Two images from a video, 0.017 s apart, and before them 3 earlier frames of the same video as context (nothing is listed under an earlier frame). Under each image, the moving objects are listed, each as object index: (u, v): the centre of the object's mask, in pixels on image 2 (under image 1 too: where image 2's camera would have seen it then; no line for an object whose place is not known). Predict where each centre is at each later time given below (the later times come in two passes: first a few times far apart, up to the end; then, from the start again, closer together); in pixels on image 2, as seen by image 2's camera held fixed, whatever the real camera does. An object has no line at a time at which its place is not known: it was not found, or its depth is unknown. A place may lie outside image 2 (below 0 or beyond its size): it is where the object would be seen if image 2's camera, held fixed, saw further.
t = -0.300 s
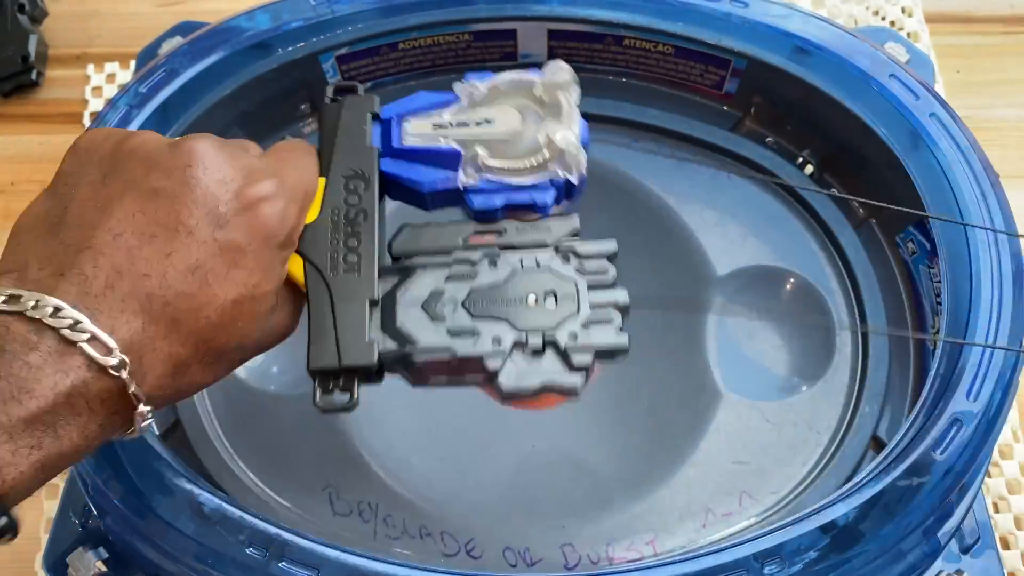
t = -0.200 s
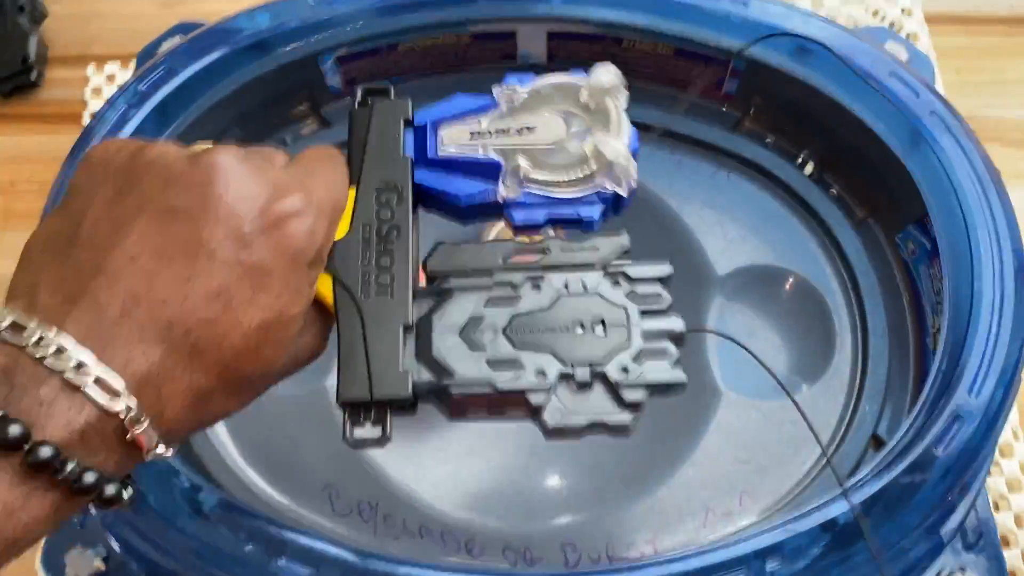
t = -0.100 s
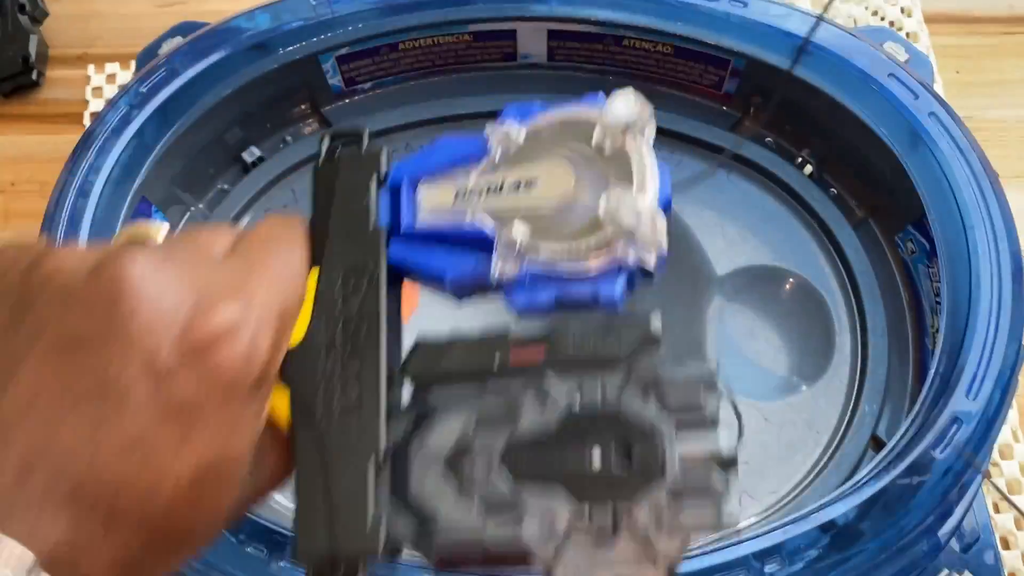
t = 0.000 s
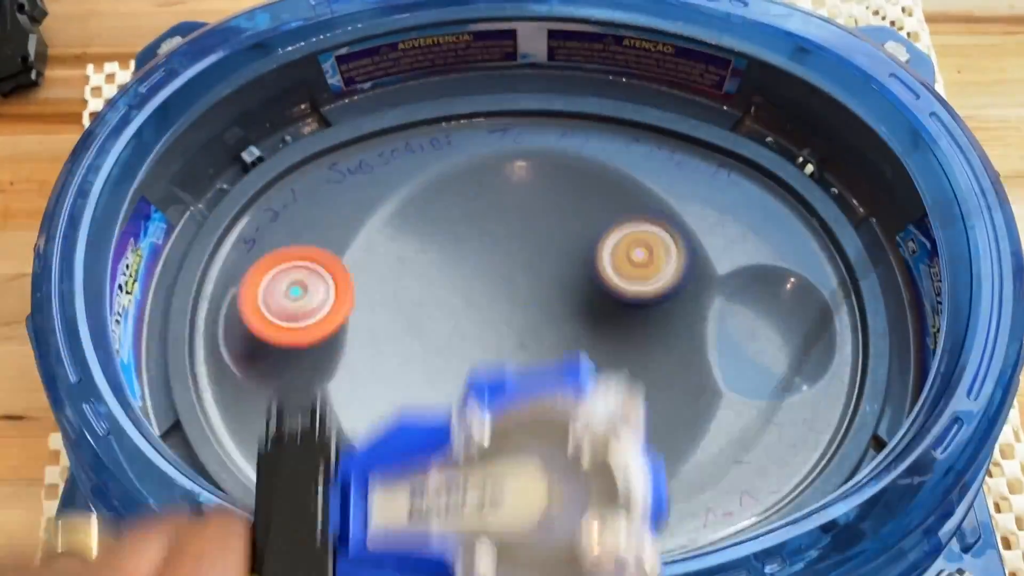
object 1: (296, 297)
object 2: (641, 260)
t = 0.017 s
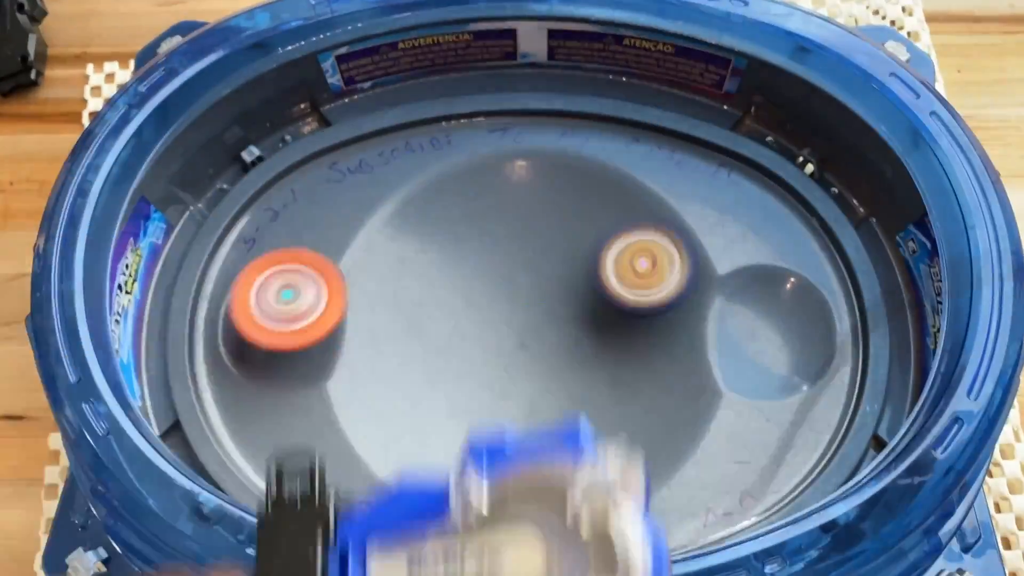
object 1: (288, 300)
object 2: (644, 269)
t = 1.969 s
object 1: (576, 319)
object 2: (432, 117)
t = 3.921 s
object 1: (478, 345)
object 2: (416, 213)
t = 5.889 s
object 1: (555, 357)
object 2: (575, 235)
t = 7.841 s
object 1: (546, 247)
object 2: (539, 380)
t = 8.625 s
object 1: (623, 311)
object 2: (482, 334)
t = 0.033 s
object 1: (280, 304)
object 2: (647, 280)
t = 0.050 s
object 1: (272, 306)
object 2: (648, 291)
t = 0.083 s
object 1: (252, 311)
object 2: (645, 316)
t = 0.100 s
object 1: (246, 314)
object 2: (641, 331)
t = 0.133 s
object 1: (240, 322)
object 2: (627, 359)
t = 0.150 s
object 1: (239, 327)
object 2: (616, 372)
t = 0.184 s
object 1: (249, 336)
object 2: (591, 393)
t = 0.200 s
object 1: (258, 340)
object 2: (574, 403)
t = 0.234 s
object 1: (281, 340)
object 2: (537, 415)
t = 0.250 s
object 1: (293, 335)
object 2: (519, 418)
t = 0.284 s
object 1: (312, 322)
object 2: (481, 419)
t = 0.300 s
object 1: (321, 311)
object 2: (461, 416)
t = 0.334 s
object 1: (328, 289)
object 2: (428, 404)
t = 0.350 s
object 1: (330, 278)
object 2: (412, 399)
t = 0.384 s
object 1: (327, 259)
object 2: (387, 378)
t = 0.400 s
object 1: (324, 252)
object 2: (379, 367)
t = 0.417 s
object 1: (318, 245)
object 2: (372, 352)
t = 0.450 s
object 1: (306, 239)
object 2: (364, 323)
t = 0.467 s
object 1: (297, 236)
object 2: (365, 311)
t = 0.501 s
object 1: (268, 225)
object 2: (384, 295)
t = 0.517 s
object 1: (251, 218)
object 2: (396, 286)
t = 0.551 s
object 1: (233, 211)
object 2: (425, 270)
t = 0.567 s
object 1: (240, 217)
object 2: (442, 262)
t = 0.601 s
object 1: (255, 232)
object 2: (477, 248)
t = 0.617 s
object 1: (261, 237)
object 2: (498, 241)
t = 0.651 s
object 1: (275, 252)
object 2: (538, 228)
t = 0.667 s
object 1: (283, 262)
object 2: (559, 225)
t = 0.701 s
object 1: (296, 285)
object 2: (602, 220)
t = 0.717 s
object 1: (303, 297)
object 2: (622, 219)
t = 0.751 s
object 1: (312, 320)
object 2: (661, 225)
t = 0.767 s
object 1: (316, 328)
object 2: (678, 232)
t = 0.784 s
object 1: (318, 337)
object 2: (692, 240)
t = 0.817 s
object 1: (322, 346)
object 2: (718, 261)
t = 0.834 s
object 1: (324, 348)
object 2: (731, 273)
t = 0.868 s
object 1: (326, 347)
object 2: (756, 304)
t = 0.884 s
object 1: (329, 343)
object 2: (771, 318)
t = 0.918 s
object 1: (336, 332)
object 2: (796, 344)
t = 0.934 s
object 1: (342, 323)
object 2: (808, 355)
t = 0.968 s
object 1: (358, 311)
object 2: (821, 371)
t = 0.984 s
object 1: (368, 307)
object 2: (825, 381)
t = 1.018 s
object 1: (394, 303)
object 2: (828, 394)
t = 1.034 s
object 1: (407, 303)
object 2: (828, 400)
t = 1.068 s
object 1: (437, 307)
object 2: (825, 408)
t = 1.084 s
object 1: (450, 310)
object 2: (822, 411)
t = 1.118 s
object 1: (475, 314)
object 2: (812, 416)
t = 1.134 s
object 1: (486, 316)
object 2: (806, 417)
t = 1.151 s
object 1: (496, 317)
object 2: (800, 419)
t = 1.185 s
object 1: (517, 317)
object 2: (782, 418)
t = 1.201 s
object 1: (525, 315)
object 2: (771, 418)
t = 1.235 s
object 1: (542, 309)
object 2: (748, 414)
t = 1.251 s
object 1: (548, 306)
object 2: (736, 412)
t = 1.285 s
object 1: (559, 297)
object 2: (710, 407)
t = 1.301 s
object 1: (564, 293)
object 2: (697, 406)
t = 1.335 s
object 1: (569, 284)
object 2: (664, 403)
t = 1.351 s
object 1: (571, 279)
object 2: (644, 401)
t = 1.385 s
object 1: (572, 270)
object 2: (599, 394)
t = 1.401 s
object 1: (570, 265)
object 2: (575, 386)
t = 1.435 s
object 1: (568, 256)
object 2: (524, 371)
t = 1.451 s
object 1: (566, 253)
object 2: (499, 360)
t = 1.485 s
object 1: (557, 246)
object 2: (453, 335)
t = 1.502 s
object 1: (553, 243)
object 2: (430, 321)
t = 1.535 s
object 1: (539, 240)
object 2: (394, 292)
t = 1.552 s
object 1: (531, 238)
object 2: (380, 278)
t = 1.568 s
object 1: (523, 237)
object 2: (366, 263)
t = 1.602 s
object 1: (507, 239)
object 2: (349, 236)
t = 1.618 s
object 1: (499, 241)
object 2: (344, 223)
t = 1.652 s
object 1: (486, 247)
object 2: (336, 198)
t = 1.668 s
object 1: (481, 253)
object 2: (333, 188)
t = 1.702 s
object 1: (475, 263)
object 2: (330, 161)
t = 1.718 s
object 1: (475, 268)
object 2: (330, 147)
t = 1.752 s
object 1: (479, 282)
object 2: (337, 136)
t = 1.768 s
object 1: (482, 288)
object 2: (345, 135)
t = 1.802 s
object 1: (494, 298)
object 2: (362, 142)
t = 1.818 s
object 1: (501, 303)
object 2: (369, 144)
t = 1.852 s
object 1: (517, 311)
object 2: (384, 141)
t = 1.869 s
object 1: (526, 314)
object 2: (391, 140)
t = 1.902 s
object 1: (545, 319)
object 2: (404, 134)
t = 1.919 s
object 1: (553, 321)
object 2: (409, 129)
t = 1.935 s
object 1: (561, 321)
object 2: (416, 125)
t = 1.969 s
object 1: (576, 319)
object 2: (432, 117)
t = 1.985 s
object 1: (583, 318)
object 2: (443, 117)
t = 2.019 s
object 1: (593, 313)
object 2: (464, 118)
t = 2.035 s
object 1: (597, 308)
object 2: (474, 119)
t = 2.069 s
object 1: (603, 298)
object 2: (491, 122)
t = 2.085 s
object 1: (604, 293)
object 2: (498, 123)
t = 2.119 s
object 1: (601, 281)
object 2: (517, 129)
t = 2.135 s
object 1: (598, 274)
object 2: (530, 133)
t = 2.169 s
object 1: (588, 264)
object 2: (554, 147)
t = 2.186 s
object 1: (581, 260)
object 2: (568, 156)
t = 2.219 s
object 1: (567, 270)
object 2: (593, 161)
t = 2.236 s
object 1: (561, 276)
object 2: (606, 163)
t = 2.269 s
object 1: (554, 289)
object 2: (630, 180)
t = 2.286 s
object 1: (551, 295)
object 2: (642, 190)
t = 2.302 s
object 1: (549, 302)
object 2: (653, 203)
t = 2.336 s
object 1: (547, 313)
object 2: (672, 235)
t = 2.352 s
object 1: (548, 319)
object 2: (678, 253)
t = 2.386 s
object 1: (550, 331)
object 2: (686, 295)
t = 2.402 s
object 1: (552, 337)
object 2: (687, 315)
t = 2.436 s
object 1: (557, 345)
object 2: (678, 357)
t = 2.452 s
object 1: (561, 349)
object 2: (670, 377)
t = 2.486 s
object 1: (563, 353)
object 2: (653, 417)
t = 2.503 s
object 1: (557, 352)
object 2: (652, 438)
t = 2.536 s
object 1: (544, 349)
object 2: (643, 476)
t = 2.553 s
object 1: (539, 348)
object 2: (635, 495)
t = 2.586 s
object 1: (533, 347)
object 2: (617, 525)
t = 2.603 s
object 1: (531, 347)
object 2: (607, 531)
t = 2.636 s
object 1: (528, 349)
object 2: (582, 528)
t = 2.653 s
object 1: (527, 350)
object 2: (569, 524)
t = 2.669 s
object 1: (527, 352)
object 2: (555, 524)
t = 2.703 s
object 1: (528, 356)
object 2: (528, 520)
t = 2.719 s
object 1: (529, 359)
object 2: (513, 516)
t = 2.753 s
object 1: (533, 364)
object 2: (479, 502)
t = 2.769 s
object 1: (536, 366)
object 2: (463, 493)
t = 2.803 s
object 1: (541, 369)
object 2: (430, 467)
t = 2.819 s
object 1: (544, 371)
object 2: (414, 452)
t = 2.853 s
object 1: (553, 372)
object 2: (389, 417)
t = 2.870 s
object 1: (556, 373)
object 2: (379, 397)
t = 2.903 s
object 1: (561, 376)
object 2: (369, 359)
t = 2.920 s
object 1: (563, 377)
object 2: (367, 336)
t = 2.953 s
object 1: (565, 375)
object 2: (369, 297)
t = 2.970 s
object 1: (565, 373)
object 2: (375, 279)
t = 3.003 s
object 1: (563, 371)
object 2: (394, 245)
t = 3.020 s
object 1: (563, 369)
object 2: (405, 229)
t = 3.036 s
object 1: (562, 367)
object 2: (419, 215)
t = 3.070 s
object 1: (557, 362)
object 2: (451, 194)
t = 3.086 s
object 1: (553, 359)
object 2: (469, 185)
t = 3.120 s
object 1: (545, 356)
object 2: (504, 173)
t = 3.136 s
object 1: (541, 355)
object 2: (525, 171)
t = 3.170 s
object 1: (534, 353)
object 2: (563, 170)
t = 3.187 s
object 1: (530, 352)
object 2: (582, 174)
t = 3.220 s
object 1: (522, 353)
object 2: (618, 188)
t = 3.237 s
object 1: (518, 355)
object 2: (635, 196)
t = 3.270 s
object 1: (512, 357)
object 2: (664, 220)
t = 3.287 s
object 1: (509, 358)
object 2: (676, 234)
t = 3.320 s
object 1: (504, 362)
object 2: (693, 268)
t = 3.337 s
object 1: (503, 364)
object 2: (699, 287)
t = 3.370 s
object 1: (504, 368)
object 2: (708, 324)
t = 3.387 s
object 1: (505, 369)
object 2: (710, 342)
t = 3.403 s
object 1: (506, 371)
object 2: (708, 358)
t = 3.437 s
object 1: (510, 373)
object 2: (703, 388)
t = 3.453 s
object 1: (512, 374)
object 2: (692, 402)
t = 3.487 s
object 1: (515, 372)
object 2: (666, 430)
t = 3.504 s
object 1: (515, 370)
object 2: (650, 446)
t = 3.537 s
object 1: (514, 366)
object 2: (612, 468)
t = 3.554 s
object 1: (514, 364)
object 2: (591, 474)
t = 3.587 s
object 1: (512, 358)
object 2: (547, 483)
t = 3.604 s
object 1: (511, 355)
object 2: (525, 481)
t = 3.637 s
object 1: (506, 349)
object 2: (481, 471)
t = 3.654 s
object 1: (503, 347)
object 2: (461, 463)
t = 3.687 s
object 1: (498, 343)
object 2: (426, 441)
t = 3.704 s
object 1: (495, 341)
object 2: (411, 426)
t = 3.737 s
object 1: (489, 339)
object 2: (389, 394)
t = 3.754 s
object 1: (486, 339)
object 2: (382, 377)
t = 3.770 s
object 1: (483, 340)
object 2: (377, 359)
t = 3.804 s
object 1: (480, 341)
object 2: (371, 322)
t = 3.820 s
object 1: (479, 341)
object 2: (371, 303)
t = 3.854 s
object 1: (476, 341)
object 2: (378, 270)
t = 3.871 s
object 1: (476, 342)
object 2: (385, 255)
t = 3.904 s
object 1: (477, 345)
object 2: (405, 226)
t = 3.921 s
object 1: (478, 345)
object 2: (416, 213)
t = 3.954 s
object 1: (482, 344)
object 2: (444, 192)
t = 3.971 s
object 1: (483, 343)
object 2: (460, 183)
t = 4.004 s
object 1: (485, 341)
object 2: (493, 170)
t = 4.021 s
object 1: (487, 340)
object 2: (509, 165)
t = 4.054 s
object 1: (490, 336)
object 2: (543, 165)
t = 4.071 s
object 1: (491, 333)
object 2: (561, 168)
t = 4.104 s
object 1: (493, 327)
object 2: (595, 179)
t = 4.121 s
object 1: (493, 324)
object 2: (610, 187)
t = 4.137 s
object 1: (494, 320)
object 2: (625, 197)
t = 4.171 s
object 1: (494, 314)
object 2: (649, 222)
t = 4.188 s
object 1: (493, 310)
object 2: (659, 238)
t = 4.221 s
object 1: (491, 306)
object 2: (672, 271)
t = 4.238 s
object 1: (490, 305)
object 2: (677, 289)
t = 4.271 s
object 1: (489, 303)
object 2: (677, 324)
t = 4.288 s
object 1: (489, 302)
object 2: (675, 343)
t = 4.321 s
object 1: (487, 302)
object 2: (662, 376)
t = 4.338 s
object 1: (486, 302)
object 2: (652, 391)
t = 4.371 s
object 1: (487, 304)
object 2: (626, 419)
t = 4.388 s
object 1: (487, 304)
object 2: (610, 431)
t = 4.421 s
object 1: (489, 304)
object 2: (577, 448)
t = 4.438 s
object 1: (489, 304)
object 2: (559, 453)
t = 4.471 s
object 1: (491, 305)
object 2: (522, 458)
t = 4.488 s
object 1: (493, 305)
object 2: (502, 456)
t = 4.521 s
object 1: (497, 304)
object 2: (466, 450)
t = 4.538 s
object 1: (499, 304)
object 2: (448, 443)
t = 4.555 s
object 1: (501, 303)
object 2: (433, 432)
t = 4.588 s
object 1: (505, 303)
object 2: (407, 410)
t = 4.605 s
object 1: (507, 302)
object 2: (396, 396)
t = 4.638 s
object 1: (512, 300)
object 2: (381, 367)
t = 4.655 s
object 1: (514, 298)
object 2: (375, 351)
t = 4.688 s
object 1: (516, 296)
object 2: (370, 319)
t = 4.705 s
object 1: (516, 295)
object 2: (371, 303)
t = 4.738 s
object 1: (519, 294)
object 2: (379, 274)
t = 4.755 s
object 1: (521, 293)
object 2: (385, 259)
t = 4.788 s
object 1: (522, 293)
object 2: (404, 237)
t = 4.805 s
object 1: (522, 293)
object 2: (415, 225)
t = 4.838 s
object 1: (524, 293)
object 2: (441, 208)
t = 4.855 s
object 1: (525, 293)
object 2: (456, 202)
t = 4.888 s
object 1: (527, 292)
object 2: (486, 194)
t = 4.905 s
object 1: (527, 292)
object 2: (501, 191)
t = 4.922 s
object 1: (527, 293)
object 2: (517, 191)
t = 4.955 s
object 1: (529, 299)
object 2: (548, 188)
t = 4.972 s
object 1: (530, 301)
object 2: (564, 190)
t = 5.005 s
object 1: (535, 304)
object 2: (591, 199)
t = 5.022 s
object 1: (537, 305)
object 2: (605, 206)
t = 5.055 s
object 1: (543, 306)
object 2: (630, 228)
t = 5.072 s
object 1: (547, 307)
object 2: (639, 240)
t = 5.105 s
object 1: (553, 307)
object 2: (657, 268)
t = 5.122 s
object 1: (556, 307)
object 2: (662, 282)
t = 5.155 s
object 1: (559, 307)
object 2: (665, 312)
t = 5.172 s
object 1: (561, 307)
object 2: (666, 328)
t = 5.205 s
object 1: (566, 306)
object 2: (659, 359)
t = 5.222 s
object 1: (568, 305)
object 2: (653, 373)
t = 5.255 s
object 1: (571, 304)
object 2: (633, 400)
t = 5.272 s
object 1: (572, 303)
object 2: (622, 410)
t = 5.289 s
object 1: (572, 303)
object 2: (609, 420)
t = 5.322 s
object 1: (573, 301)
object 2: (579, 435)
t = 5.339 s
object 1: (574, 300)
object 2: (564, 439)
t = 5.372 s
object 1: (574, 298)
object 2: (532, 443)
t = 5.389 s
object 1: (573, 298)
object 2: (517, 442)
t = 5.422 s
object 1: (571, 298)
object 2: (487, 434)
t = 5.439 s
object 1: (570, 298)
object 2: (473, 428)
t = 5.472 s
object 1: (567, 299)
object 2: (446, 410)
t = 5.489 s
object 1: (565, 301)
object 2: (436, 400)
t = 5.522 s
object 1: (561, 304)
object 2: (421, 379)
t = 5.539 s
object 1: (560, 306)
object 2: (414, 366)
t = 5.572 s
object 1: (557, 311)
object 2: (407, 340)
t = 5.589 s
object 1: (555, 313)
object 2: (406, 326)
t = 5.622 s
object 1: (553, 318)
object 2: (406, 299)
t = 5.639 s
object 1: (551, 321)
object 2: (410, 287)
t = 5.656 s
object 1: (550, 324)
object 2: (415, 273)
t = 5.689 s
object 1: (549, 330)
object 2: (430, 252)
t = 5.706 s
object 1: (549, 334)
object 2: (439, 244)
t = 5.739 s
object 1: (549, 340)
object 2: (463, 229)
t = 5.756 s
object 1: (549, 343)
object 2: (476, 224)
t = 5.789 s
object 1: (550, 348)
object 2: (501, 217)
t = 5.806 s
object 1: (551, 350)
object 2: (514, 217)
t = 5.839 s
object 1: (553, 354)
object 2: (539, 220)
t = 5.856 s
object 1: (554, 355)
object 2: (552, 224)
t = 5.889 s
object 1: (555, 357)
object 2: (575, 235)
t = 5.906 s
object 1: (556, 358)
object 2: (586, 243)
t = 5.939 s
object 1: (559, 359)
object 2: (603, 262)
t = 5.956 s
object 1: (558, 363)
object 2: (611, 267)
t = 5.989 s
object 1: (551, 379)
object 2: (634, 262)
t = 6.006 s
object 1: (550, 384)
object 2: (644, 260)
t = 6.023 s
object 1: (548, 388)
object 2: (652, 262)
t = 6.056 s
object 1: (547, 393)
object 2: (662, 269)
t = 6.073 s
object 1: (548, 395)
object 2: (665, 274)
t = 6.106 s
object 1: (550, 398)
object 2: (666, 292)
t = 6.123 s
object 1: (551, 399)
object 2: (663, 302)
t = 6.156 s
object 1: (554, 400)
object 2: (655, 325)
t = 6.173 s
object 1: (555, 400)
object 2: (649, 337)
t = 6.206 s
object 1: (539, 411)
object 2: (649, 340)
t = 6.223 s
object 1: (531, 416)
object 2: (650, 338)
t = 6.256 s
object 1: (521, 423)
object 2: (645, 336)
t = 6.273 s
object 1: (518, 426)
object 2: (641, 335)
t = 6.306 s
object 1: (516, 429)
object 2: (629, 335)
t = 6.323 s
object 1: (515, 429)
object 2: (621, 336)
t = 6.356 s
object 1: (514, 427)
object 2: (604, 338)
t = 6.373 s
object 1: (514, 426)
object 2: (594, 337)
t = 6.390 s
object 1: (514, 425)
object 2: (584, 338)
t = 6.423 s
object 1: (511, 429)
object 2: (569, 326)
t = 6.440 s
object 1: (508, 433)
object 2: (563, 316)
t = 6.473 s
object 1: (504, 439)
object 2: (553, 295)
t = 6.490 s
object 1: (503, 441)
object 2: (548, 286)
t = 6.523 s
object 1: (503, 444)
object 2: (538, 270)
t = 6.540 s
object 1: (504, 445)
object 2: (534, 261)
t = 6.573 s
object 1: (509, 445)
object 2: (527, 246)
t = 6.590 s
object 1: (510, 445)
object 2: (524, 238)
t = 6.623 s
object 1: (514, 440)
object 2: (521, 228)
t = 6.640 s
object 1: (514, 437)
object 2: (520, 224)
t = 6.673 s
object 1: (512, 429)
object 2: (517, 219)
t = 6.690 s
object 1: (510, 424)
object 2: (517, 218)
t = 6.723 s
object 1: (507, 413)
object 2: (519, 216)
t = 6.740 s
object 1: (505, 407)
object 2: (521, 217)
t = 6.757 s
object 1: (502, 401)
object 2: (523, 219)
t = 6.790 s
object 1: (495, 387)
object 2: (526, 226)
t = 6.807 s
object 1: (491, 381)
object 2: (528, 229)
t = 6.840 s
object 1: (482, 368)
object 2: (534, 236)
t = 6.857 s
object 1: (477, 362)
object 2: (537, 241)
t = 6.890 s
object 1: (467, 351)
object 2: (544, 255)
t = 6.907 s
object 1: (462, 345)
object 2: (545, 261)
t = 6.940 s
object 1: (451, 335)
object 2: (549, 273)
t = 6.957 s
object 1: (444, 331)
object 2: (551, 279)
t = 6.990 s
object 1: (434, 323)
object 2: (551, 293)
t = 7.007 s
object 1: (429, 321)
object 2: (549, 301)
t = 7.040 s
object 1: (422, 316)
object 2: (543, 312)
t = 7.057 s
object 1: (419, 314)
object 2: (540, 318)
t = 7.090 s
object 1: (413, 313)
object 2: (531, 330)
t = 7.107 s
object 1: (411, 313)
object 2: (524, 336)
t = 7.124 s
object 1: (408, 314)
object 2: (517, 340)
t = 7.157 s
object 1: (401, 314)
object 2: (508, 346)
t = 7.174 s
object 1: (397, 312)
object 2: (504, 351)
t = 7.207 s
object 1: (392, 312)
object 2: (496, 356)
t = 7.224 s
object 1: (391, 312)
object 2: (491, 357)
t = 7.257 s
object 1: (390, 312)
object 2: (491, 362)
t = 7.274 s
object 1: (390, 313)
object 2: (490, 364)
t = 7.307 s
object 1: (393, 314)
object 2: (488, 364)
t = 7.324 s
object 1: (394, 314)
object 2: (487, 363)
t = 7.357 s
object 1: (400, 313)
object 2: (493, 365)
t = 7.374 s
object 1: (404, 311)
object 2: (495, 367)
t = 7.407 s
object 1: (412, 307)
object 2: (505, 367)
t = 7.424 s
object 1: (416, 306)
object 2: (508, 369)
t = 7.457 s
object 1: (428, 305)
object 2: (514, 369)
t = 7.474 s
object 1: (436, 303)
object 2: (516, 366)
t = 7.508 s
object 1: (447, 298)
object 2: (525, 368)
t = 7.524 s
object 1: (452, 295)
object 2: (530, 370)
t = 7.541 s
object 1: (458, 292)
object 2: (533, 372)
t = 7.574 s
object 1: (470, 285)
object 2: (541, 376)
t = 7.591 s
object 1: (475, 281)
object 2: (544, 378)
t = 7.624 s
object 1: (486, 276)
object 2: (548, 383)
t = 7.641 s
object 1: (493, 273)
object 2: (548, 383)
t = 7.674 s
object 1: (503, 266)
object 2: (551, 385)
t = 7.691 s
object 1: (508, 263)
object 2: (551, 387)
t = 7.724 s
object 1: (518, 260)
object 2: (550, 387)
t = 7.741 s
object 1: (523, 257)
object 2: (550, 387)
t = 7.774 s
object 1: (530, 254)
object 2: (546, 386)
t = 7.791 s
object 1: (535, 253)
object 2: (544, 385)
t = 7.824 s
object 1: (544, 249)
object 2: (542, 381)
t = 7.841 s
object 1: (546, 247)
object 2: (539, 380)
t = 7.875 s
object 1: (552, 247)
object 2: (534, 373)
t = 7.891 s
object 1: (556, 245)
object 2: (531, 370)
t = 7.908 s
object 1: (558, 244)
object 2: (530, 367)
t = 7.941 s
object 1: (560, 244)
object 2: (525, 361)
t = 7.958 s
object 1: (562, 244)
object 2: (524, 357)
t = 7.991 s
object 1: (564, 243)
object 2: (523, 350)
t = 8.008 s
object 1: (564, 245)
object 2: (522, 346)
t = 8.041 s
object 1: (567, 247)
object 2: (524, 340)
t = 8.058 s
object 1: (571, 244)
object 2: (521, 345)
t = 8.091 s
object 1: (577, 241)
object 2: (514, 352)
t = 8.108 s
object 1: (581, 241)
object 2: (513, 355)
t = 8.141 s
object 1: (588, 240)
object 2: (512, 360)
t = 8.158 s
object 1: (590, 241)
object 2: (512, 360)
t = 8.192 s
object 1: (597, 244)
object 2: (517, 359)
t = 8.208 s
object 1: (598, 245)
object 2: (517, 359)
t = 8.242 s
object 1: (602, 251)
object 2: (521, 353)
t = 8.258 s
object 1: (603, 253)
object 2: (524, 351)
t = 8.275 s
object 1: (604, 255)
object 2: (524, 349)
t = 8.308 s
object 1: (606, 262)
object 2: (527, 340)
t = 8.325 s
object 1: (607, 264)
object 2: (530, 339)
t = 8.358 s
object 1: (608, 269)
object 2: (527, 334)
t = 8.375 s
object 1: (612, 269)
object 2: (522, 338)
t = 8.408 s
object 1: (619, 272)
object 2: (508, 344)
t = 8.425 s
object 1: (621, 274)
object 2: (502, 343)
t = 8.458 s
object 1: (625, 281)
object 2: (493, 346)
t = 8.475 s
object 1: (626, 284)
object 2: (488, 345)
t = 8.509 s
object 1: (627, 290)
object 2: (483, 344)
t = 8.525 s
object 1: (627, 293)
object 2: (480, 344)
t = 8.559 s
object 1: (626, 298)
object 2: (479, 340)
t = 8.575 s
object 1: (626, 302)
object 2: (479, 340)
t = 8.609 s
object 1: (624, 307)
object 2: (479, 335)
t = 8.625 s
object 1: (623, 311)
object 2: (482, 334)
